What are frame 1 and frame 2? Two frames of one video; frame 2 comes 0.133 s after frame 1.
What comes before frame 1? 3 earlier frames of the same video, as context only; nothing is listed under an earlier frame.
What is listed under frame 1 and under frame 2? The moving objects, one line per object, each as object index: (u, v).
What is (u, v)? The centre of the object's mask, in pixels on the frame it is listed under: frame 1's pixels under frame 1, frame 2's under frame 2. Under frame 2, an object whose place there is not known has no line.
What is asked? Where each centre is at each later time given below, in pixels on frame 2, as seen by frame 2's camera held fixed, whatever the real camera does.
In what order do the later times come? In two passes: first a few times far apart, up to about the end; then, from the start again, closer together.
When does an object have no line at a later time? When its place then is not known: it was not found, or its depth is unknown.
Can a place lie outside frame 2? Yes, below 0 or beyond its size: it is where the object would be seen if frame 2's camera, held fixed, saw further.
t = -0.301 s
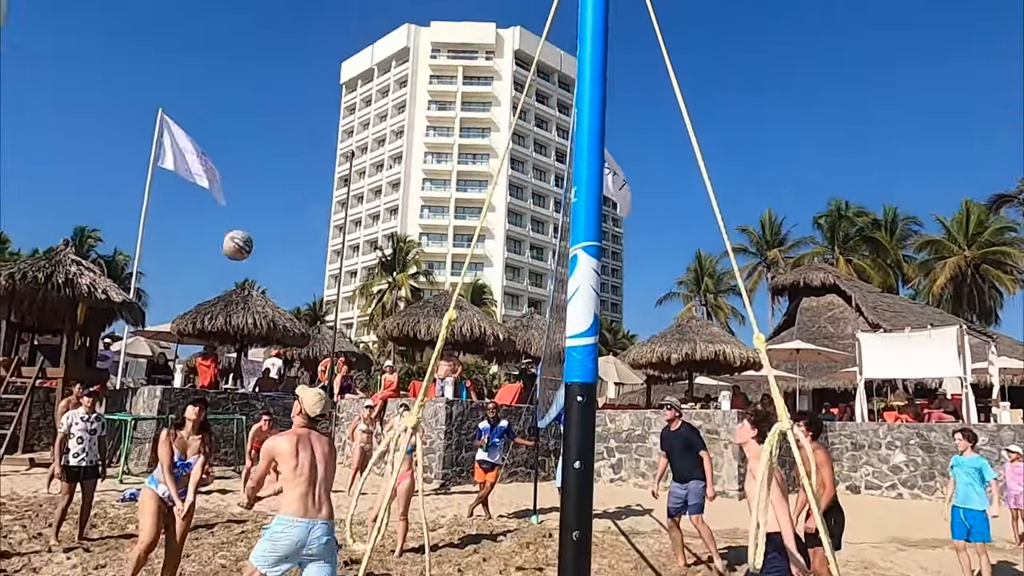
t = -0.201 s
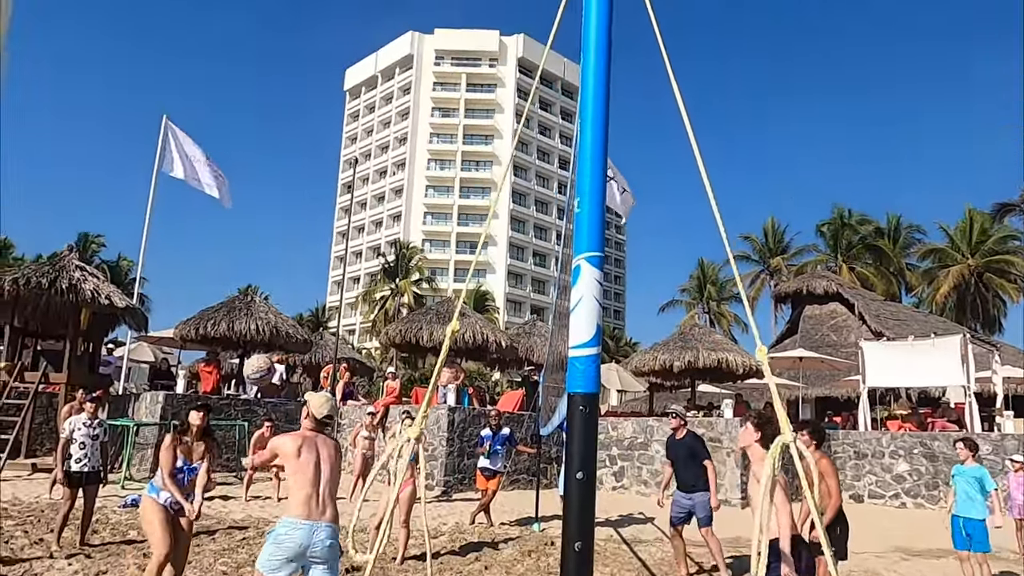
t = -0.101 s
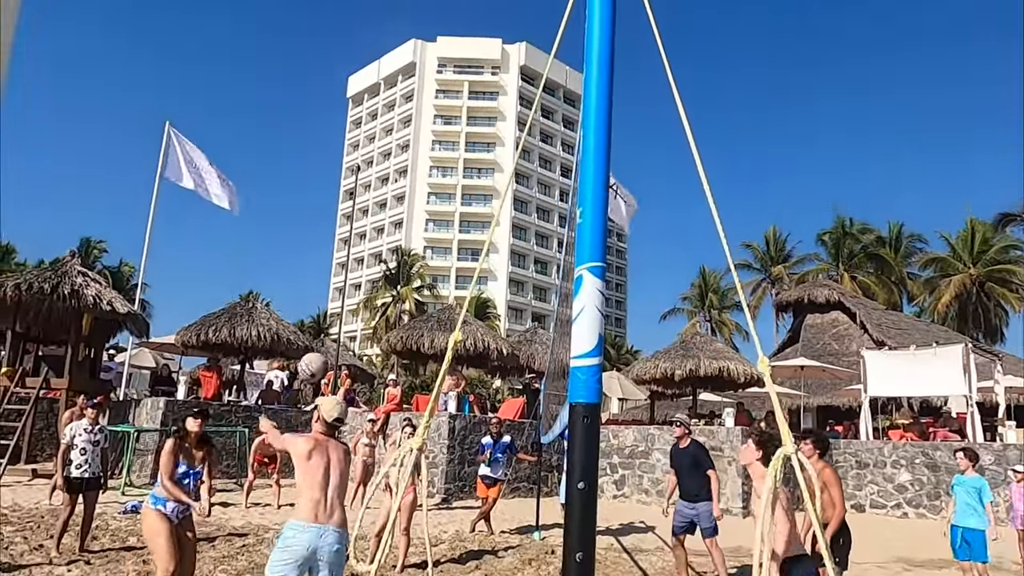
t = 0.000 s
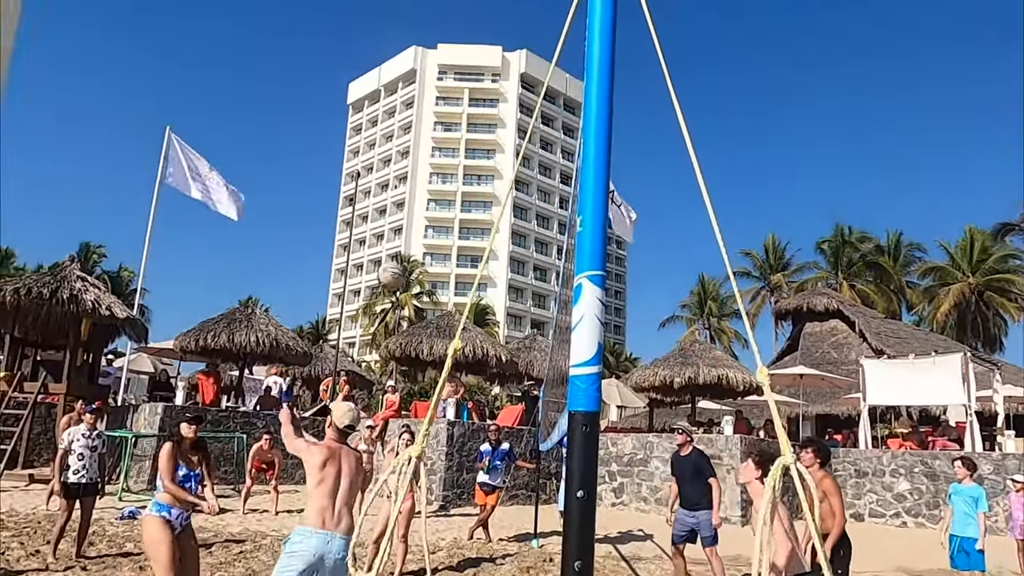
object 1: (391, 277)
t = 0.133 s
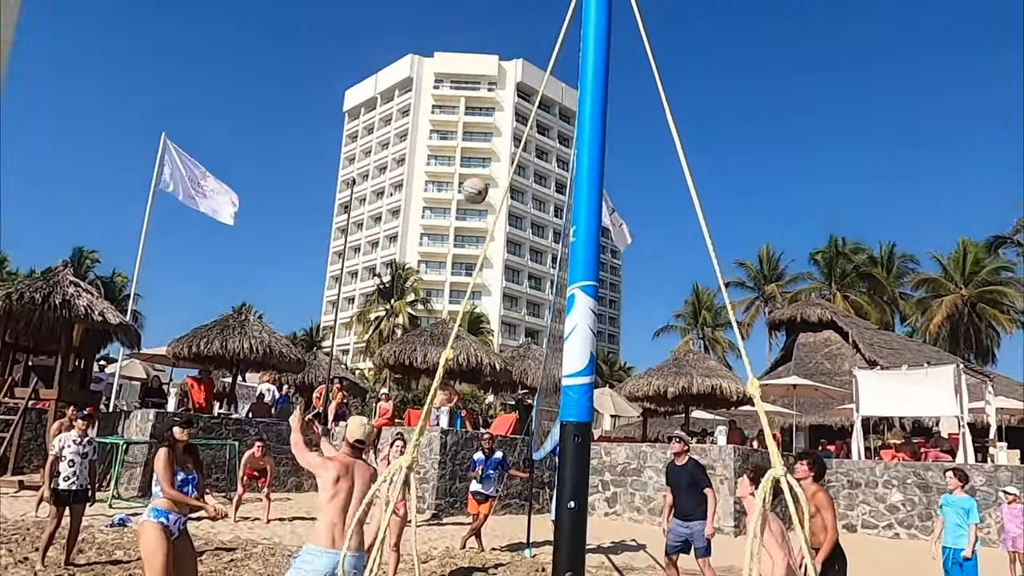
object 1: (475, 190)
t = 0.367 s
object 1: (604, 98)
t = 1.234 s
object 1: (933, 240)
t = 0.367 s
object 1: (604, 98)
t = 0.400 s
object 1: (620, 91)
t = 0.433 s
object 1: (637, 84)
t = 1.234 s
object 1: (933, 240)
